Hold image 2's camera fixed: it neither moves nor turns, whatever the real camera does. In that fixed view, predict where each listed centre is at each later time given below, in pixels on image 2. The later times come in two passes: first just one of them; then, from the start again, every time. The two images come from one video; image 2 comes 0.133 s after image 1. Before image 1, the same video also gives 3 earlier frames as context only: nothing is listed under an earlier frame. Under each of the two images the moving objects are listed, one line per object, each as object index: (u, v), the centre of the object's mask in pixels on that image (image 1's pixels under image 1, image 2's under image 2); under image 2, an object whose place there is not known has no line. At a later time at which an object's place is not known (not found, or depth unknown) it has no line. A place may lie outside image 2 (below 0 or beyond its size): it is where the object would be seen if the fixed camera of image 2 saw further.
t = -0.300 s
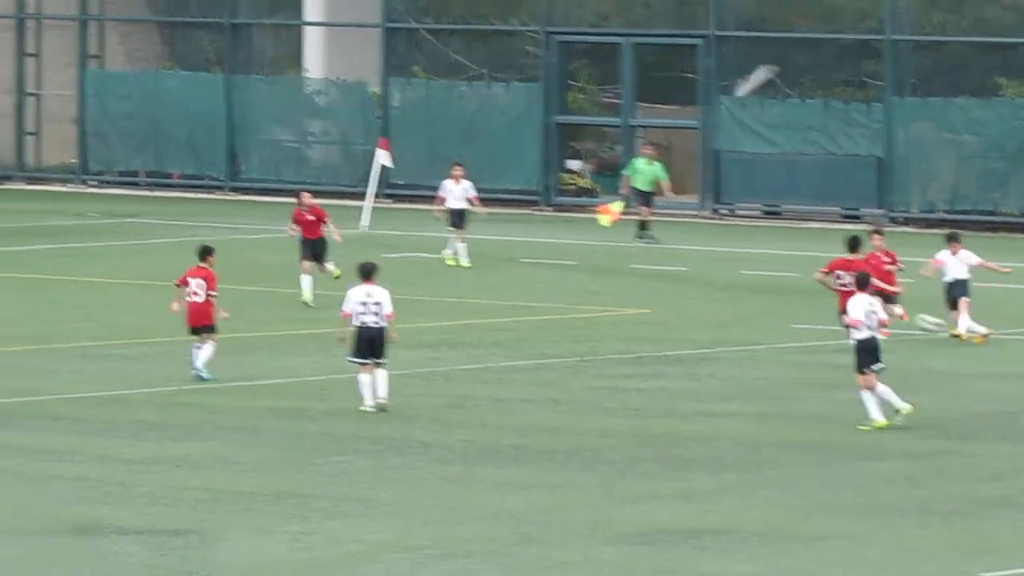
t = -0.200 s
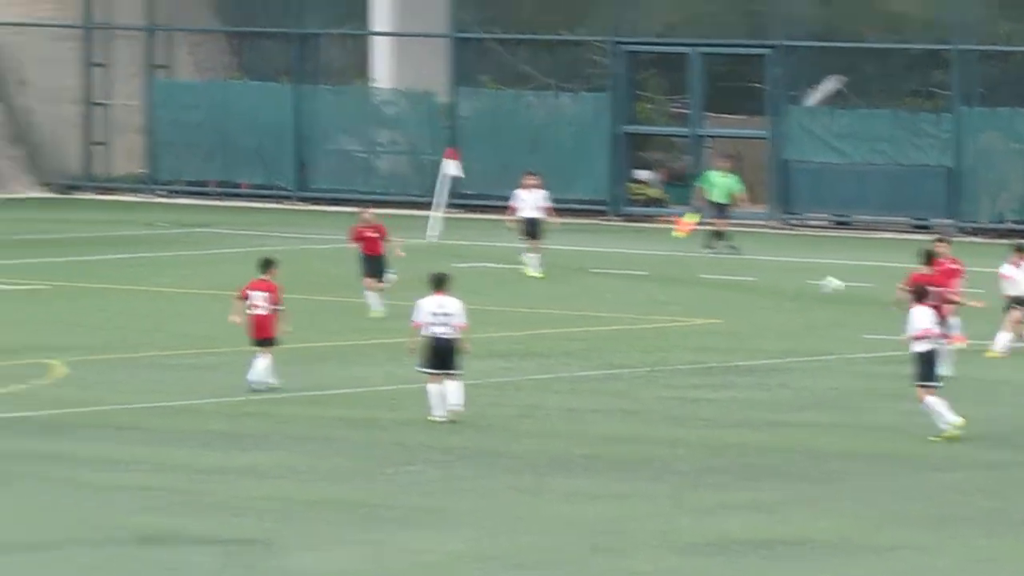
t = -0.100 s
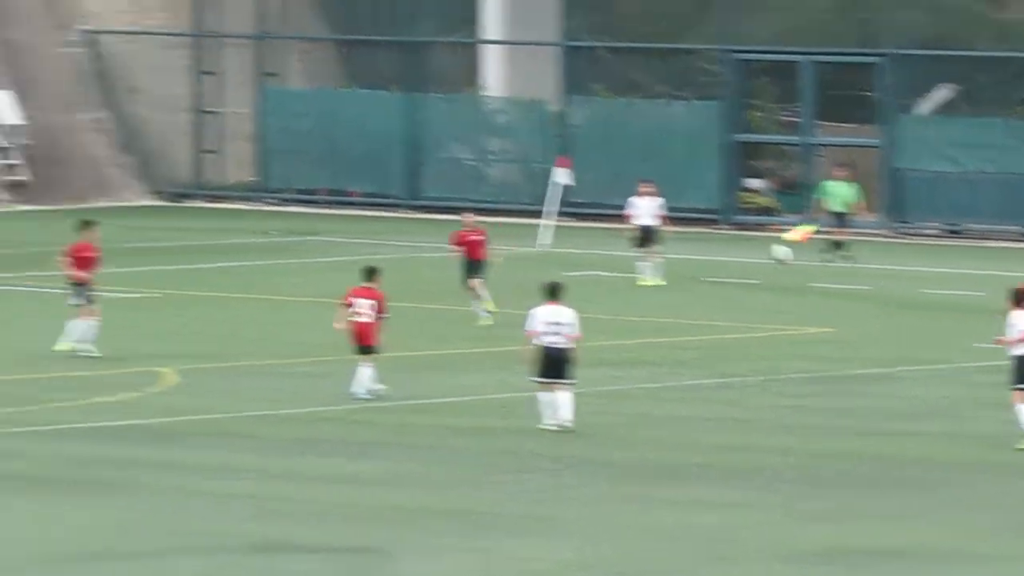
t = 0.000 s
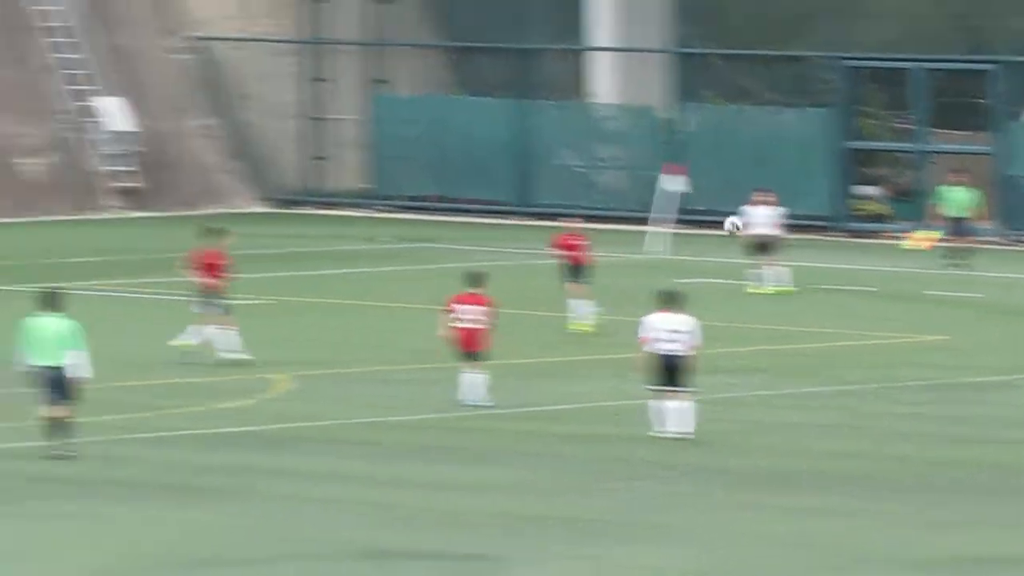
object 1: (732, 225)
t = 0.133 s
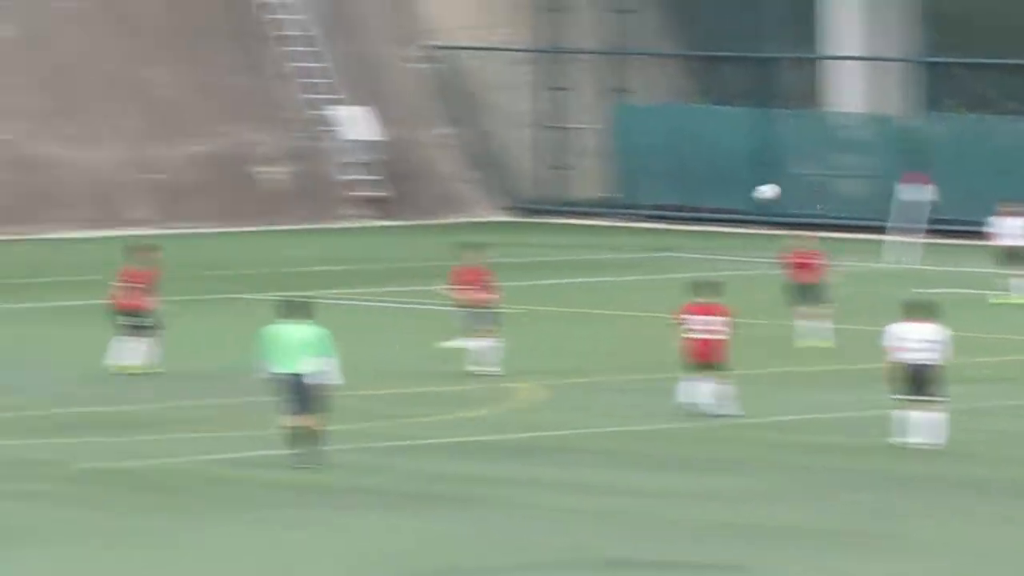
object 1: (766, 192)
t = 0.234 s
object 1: (613, 168)
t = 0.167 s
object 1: (716, 183)
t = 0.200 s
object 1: (665, 176)
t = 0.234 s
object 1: (613, 168)
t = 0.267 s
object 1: (564, 162)
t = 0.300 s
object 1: (515, 155)
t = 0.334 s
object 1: (467, 148)
